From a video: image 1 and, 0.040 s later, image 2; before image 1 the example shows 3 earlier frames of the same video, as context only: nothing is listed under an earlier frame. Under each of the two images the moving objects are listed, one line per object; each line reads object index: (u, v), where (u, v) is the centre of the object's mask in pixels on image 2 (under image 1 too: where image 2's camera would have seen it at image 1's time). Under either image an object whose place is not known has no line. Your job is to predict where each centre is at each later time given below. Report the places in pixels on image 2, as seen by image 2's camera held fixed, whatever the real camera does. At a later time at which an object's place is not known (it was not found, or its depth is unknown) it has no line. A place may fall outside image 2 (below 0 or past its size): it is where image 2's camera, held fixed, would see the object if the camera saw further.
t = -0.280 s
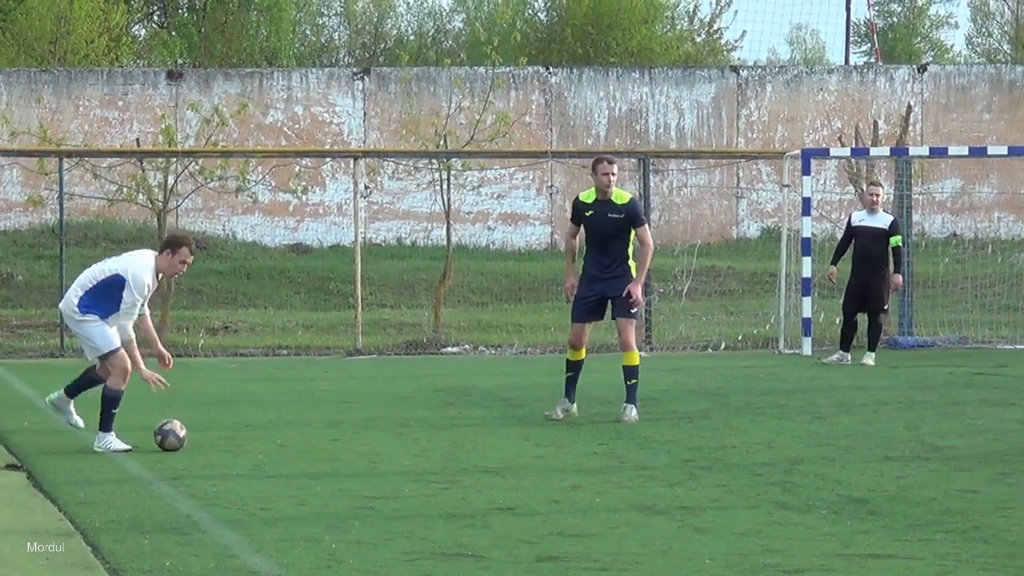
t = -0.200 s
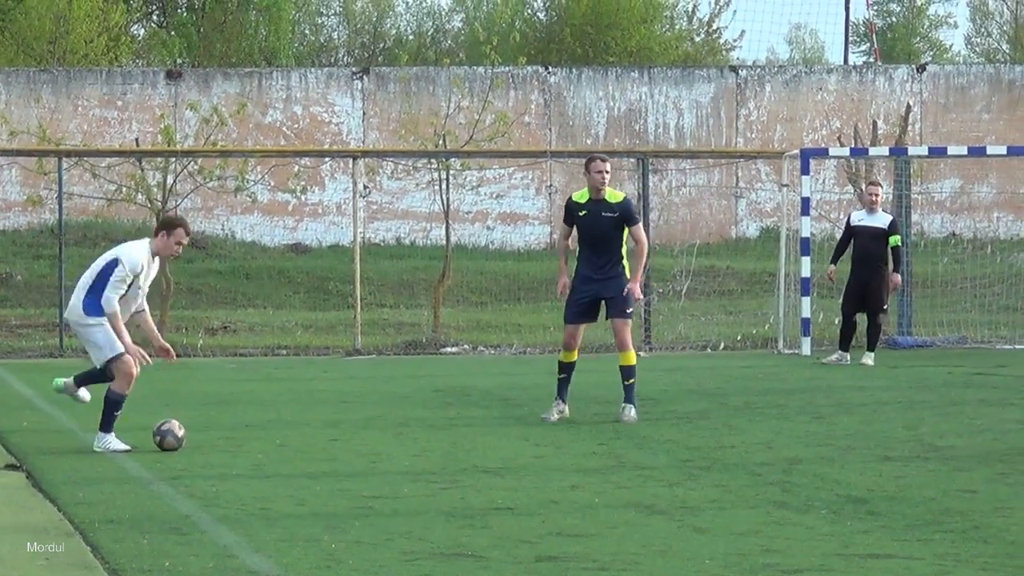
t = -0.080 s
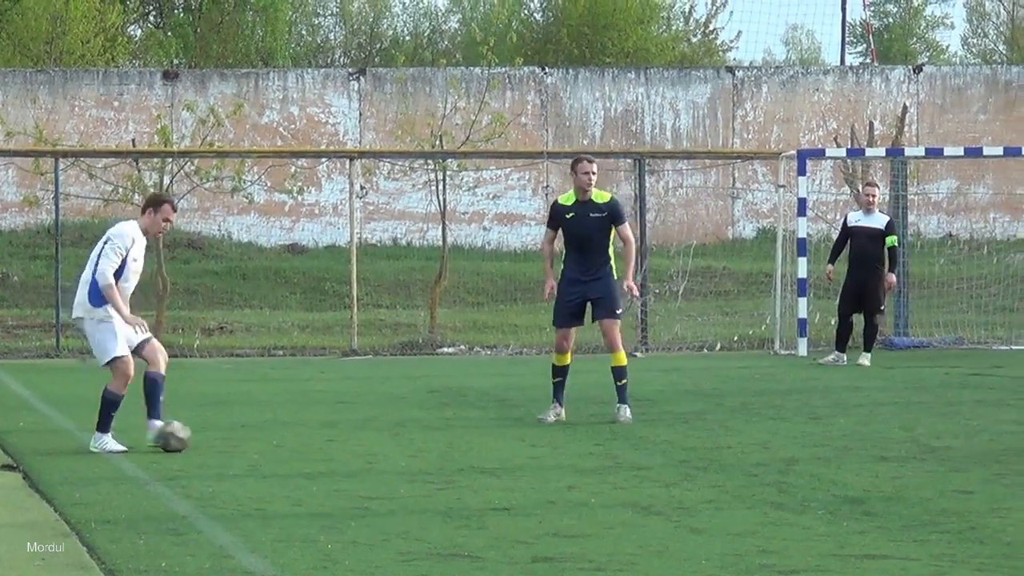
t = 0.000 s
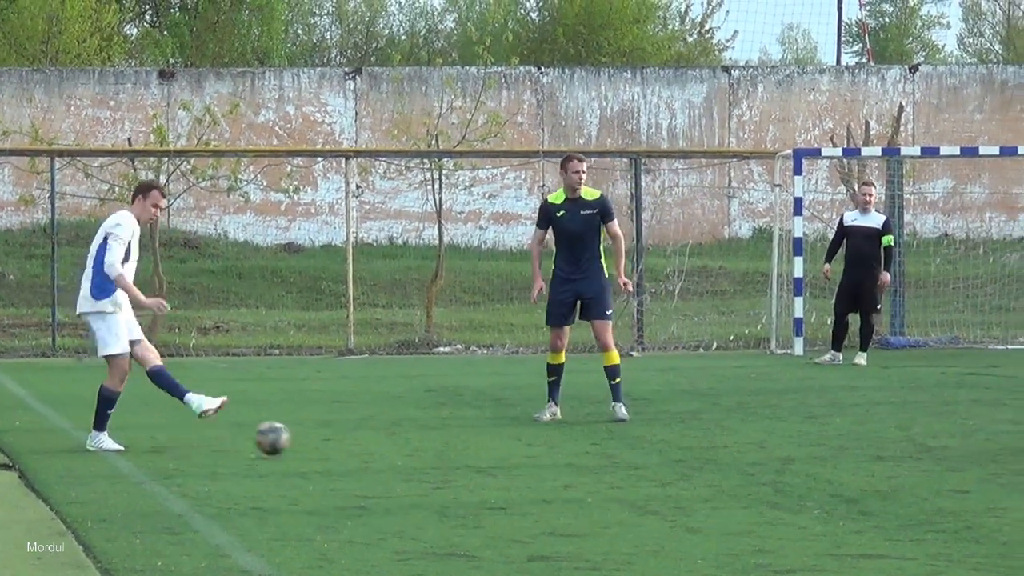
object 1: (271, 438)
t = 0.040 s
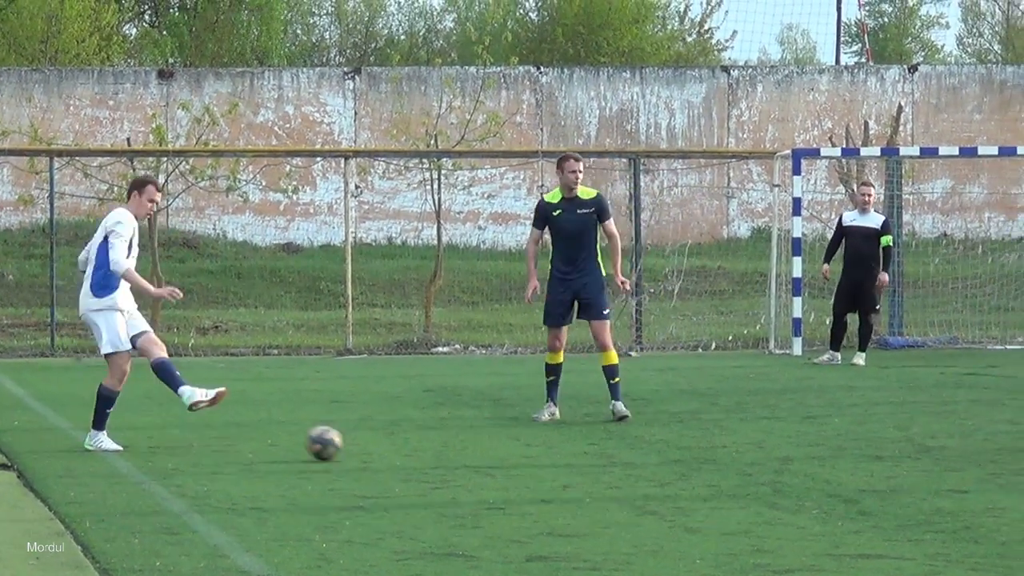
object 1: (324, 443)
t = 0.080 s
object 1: (378, 447)
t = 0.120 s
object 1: (430, 450)
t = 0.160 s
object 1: (483, 451)
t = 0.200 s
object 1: (537, 456)
